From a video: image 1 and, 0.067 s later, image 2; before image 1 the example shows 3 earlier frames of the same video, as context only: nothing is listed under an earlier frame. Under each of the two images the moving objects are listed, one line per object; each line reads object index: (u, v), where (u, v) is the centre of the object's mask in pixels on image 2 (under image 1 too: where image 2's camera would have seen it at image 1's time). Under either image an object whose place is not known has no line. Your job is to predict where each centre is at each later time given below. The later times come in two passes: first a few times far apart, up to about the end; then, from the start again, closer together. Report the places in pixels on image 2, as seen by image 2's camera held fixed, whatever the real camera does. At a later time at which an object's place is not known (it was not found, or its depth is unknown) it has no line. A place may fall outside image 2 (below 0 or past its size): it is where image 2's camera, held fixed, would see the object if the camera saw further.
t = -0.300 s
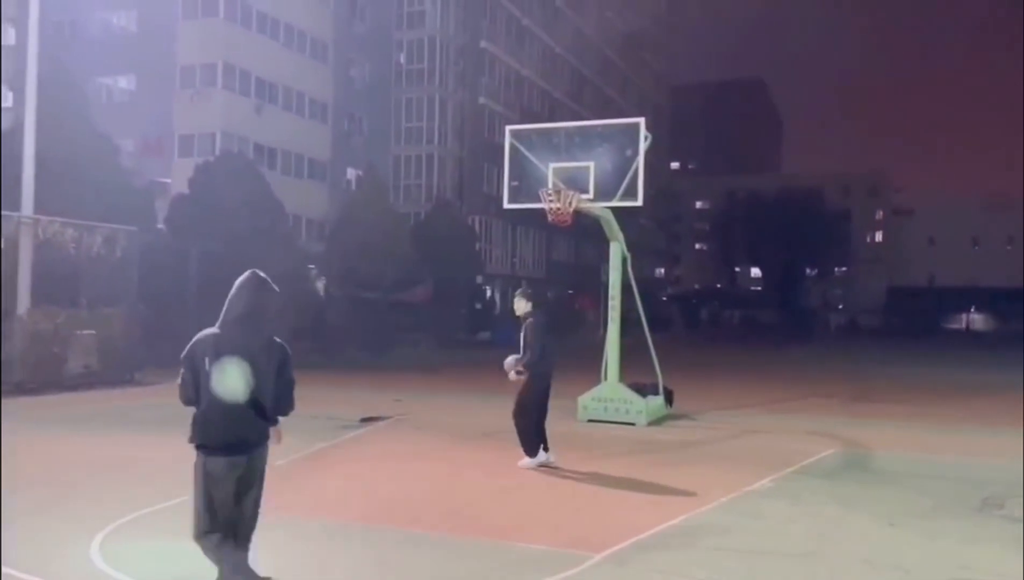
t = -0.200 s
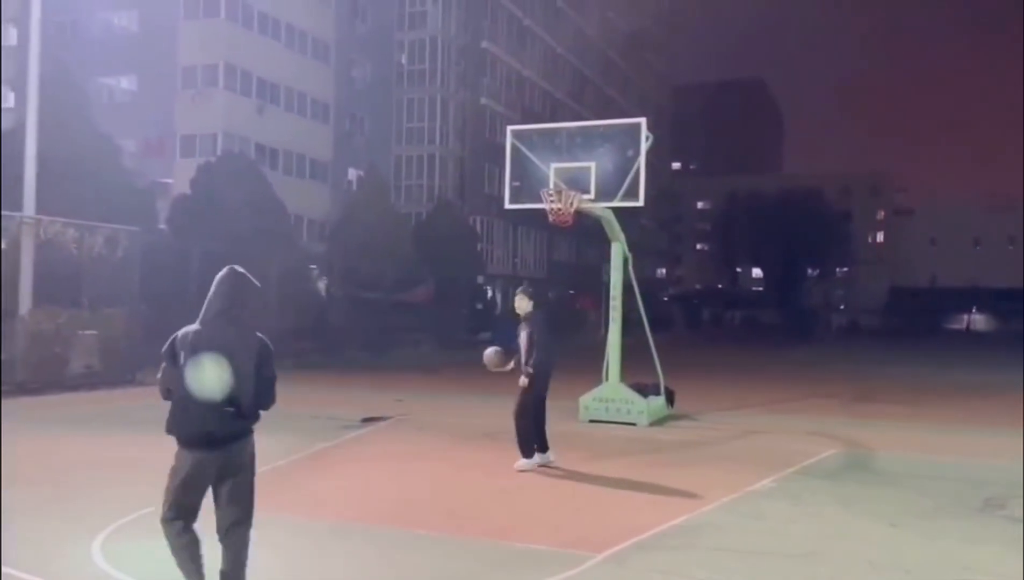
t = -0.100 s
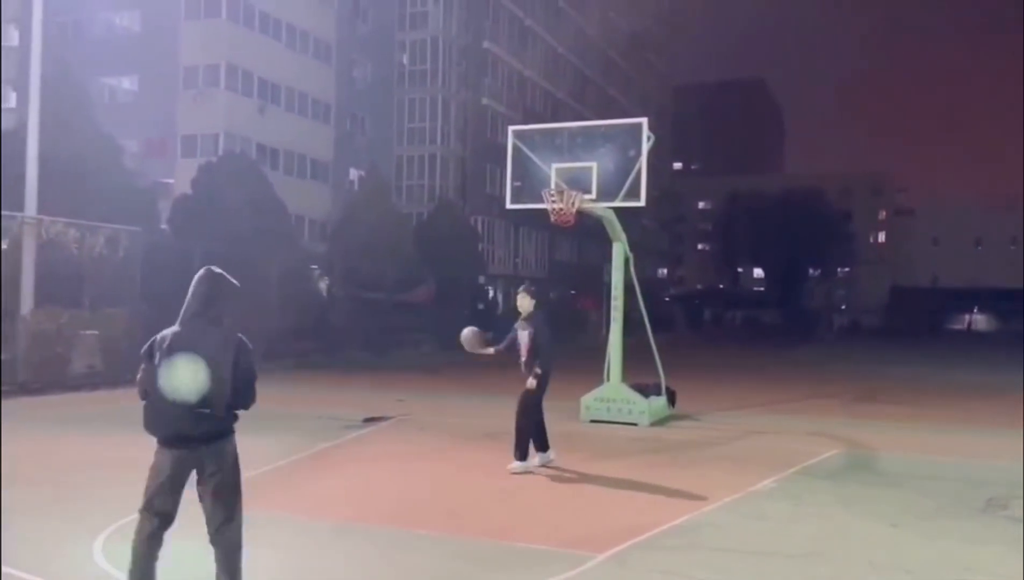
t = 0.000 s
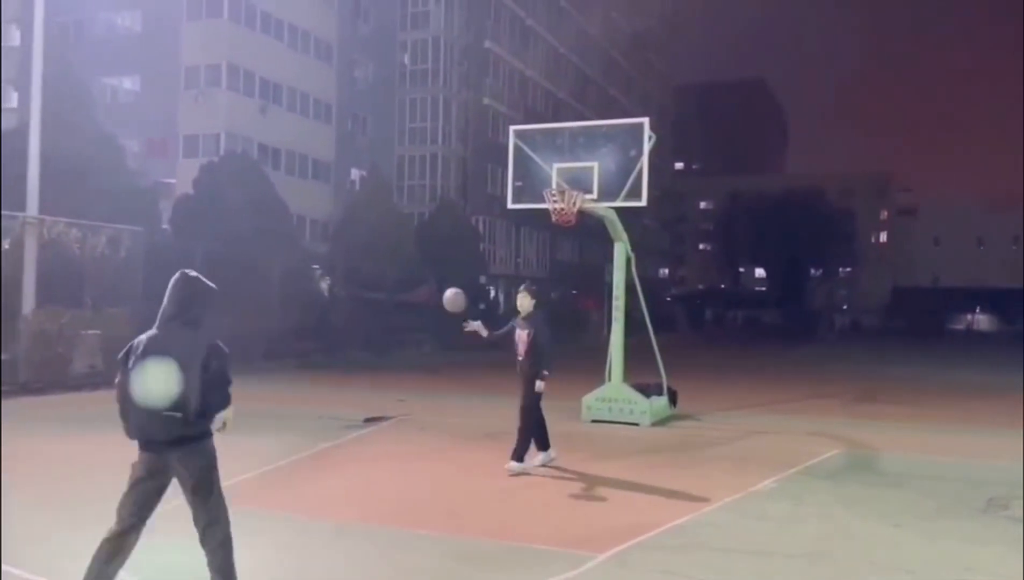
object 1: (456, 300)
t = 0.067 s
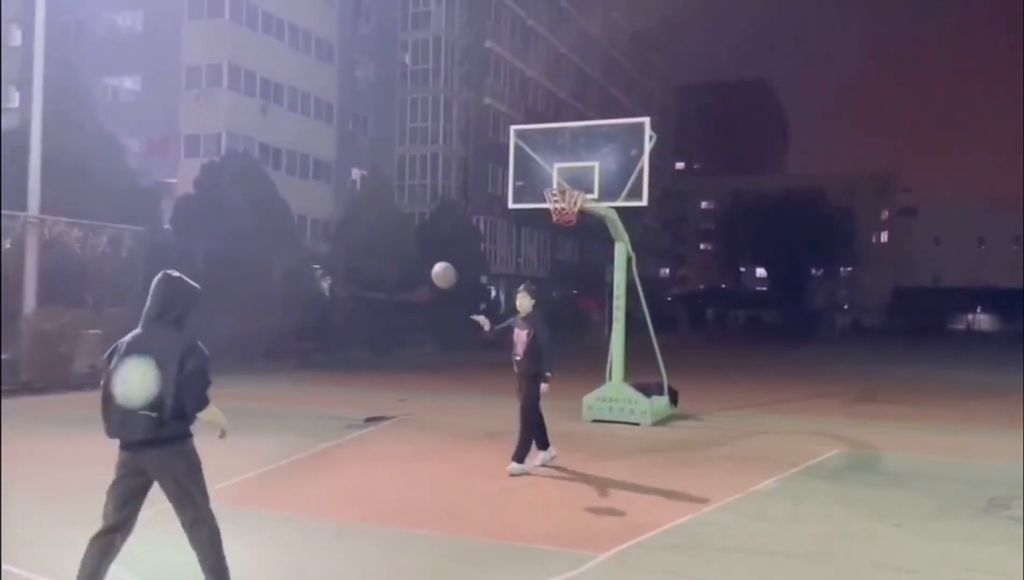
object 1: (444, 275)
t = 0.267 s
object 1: (403, 216)
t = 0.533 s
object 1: (326, 194)
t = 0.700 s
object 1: (260, 232)
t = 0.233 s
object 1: (410, 223)
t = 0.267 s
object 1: (403, 216)
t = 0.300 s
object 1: (394, 209)
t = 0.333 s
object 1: (386, 203)
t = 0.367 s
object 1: (377, 198)
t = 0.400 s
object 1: (368, 195)
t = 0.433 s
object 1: (357, 192)
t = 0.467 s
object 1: (348, 191)
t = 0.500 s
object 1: (337, 192)
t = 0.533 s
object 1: (326, 194)
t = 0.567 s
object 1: (315, 199)
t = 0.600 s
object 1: (301, 203)
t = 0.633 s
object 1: (289, 211)
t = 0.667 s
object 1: (275, 219)
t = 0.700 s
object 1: (260, 232)
